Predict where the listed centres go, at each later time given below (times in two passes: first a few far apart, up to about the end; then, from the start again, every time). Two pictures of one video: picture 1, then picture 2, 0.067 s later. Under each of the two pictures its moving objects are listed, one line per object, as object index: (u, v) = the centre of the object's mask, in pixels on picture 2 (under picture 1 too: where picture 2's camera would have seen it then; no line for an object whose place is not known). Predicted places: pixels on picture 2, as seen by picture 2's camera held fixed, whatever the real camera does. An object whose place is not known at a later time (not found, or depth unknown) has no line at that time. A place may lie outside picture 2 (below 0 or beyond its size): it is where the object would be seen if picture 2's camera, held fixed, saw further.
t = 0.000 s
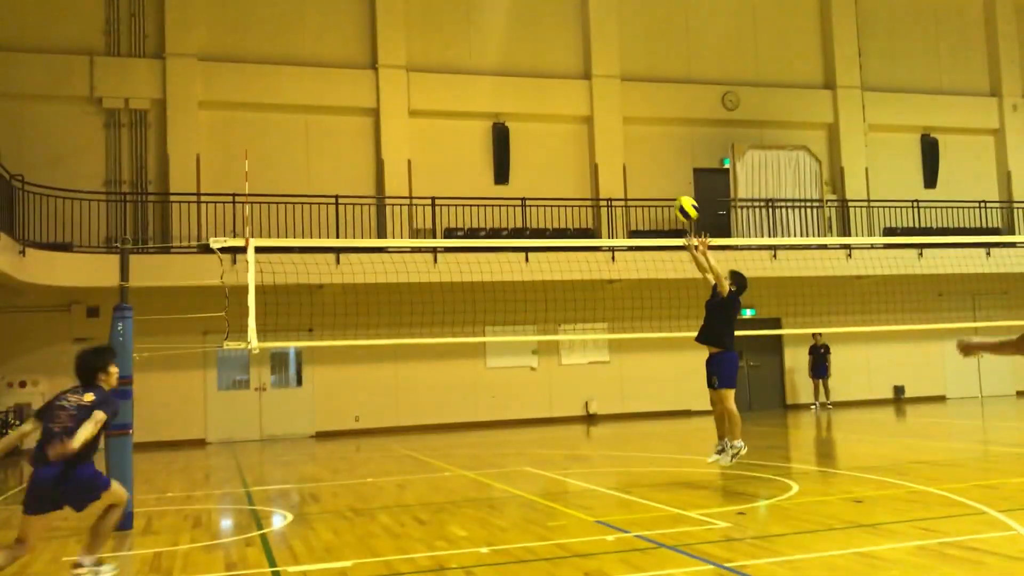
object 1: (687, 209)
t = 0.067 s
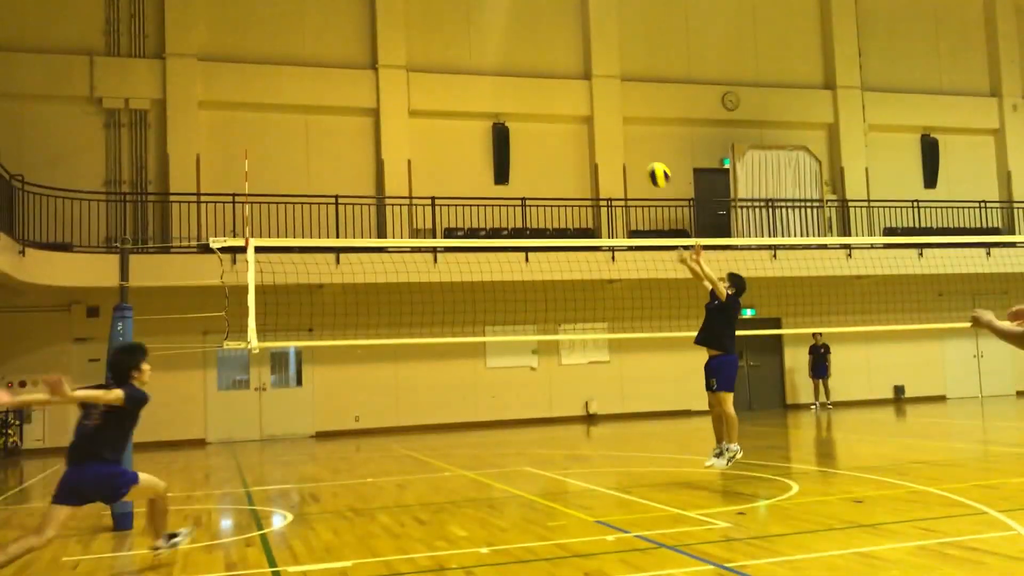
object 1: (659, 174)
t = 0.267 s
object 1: (579, 101)
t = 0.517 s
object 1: (478, 63)
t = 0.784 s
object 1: (374, 95)
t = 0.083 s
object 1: (652, 167)
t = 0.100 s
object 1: (645, 159)
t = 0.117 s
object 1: (637, 152)
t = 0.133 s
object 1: (631, 145)
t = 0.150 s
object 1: (624, 138)
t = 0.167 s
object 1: (617, 132)
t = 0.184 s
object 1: (610, 125)
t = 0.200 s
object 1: (603, 120)
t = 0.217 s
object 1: (599, 110)
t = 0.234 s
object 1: (589, 111)
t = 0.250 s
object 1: (586, 103)
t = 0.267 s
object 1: (579, 101)
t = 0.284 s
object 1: (573, 94)
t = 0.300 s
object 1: (563, 90)
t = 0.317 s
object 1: (558, 89)
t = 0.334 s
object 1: (552, 80)
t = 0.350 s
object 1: (543, 80)
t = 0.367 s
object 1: (536, 77)
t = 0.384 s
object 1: (530, 74)
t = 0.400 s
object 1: (524, 71)
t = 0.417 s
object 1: (517, 70)
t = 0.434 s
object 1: (511, 67)
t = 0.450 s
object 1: (504, 65)
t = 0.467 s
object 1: (497, 64)
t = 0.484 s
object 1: (491, 63)
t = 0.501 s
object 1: (484, 63)
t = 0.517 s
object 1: (478, 63)
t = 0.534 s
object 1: (471, 62)
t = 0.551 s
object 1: (465, 63)
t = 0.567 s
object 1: (458, 63)
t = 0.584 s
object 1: (452, 63)
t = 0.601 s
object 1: (445, 65)
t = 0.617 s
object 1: (439, 66)
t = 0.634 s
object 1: (433, 68)
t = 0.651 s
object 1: (425, 70)
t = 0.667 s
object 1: (419, 72)
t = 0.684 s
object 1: (413, 74)
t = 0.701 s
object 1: (406, 77)
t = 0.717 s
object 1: (400, 81)
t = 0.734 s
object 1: (393, 84)
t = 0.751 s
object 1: (387, 88)
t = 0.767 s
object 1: (380, 91)
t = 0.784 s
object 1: (374, 95)
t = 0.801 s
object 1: (368, 101)
